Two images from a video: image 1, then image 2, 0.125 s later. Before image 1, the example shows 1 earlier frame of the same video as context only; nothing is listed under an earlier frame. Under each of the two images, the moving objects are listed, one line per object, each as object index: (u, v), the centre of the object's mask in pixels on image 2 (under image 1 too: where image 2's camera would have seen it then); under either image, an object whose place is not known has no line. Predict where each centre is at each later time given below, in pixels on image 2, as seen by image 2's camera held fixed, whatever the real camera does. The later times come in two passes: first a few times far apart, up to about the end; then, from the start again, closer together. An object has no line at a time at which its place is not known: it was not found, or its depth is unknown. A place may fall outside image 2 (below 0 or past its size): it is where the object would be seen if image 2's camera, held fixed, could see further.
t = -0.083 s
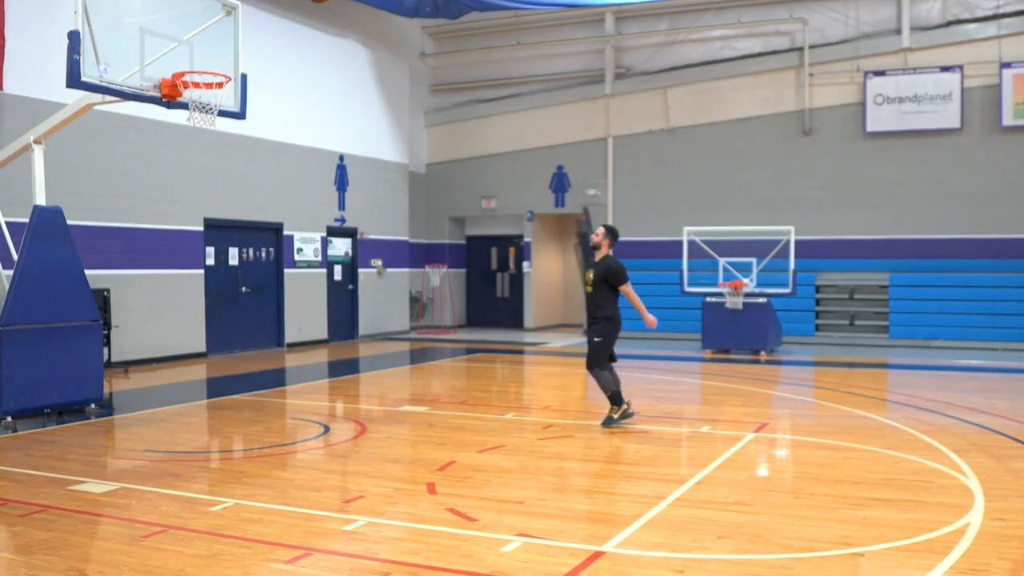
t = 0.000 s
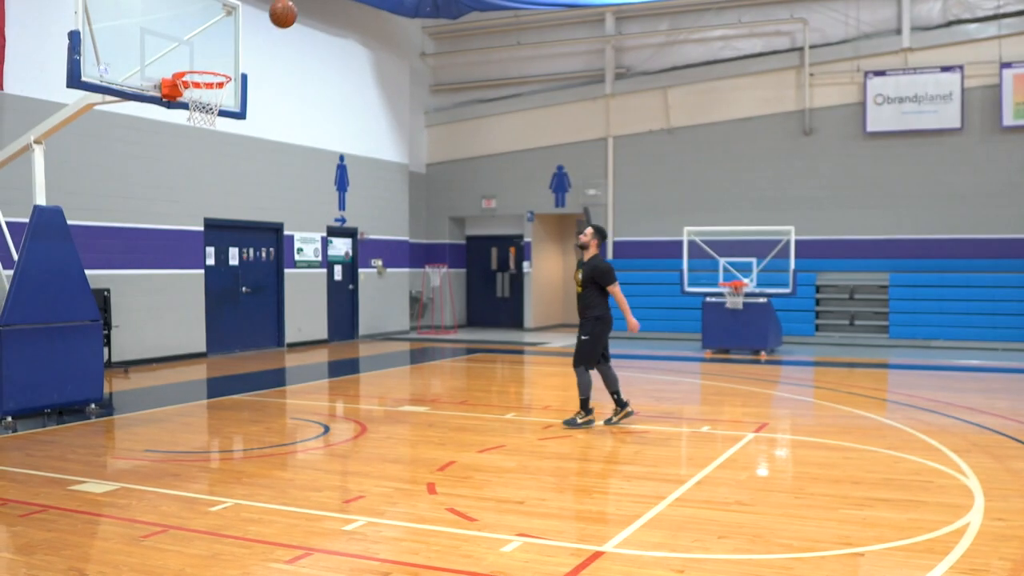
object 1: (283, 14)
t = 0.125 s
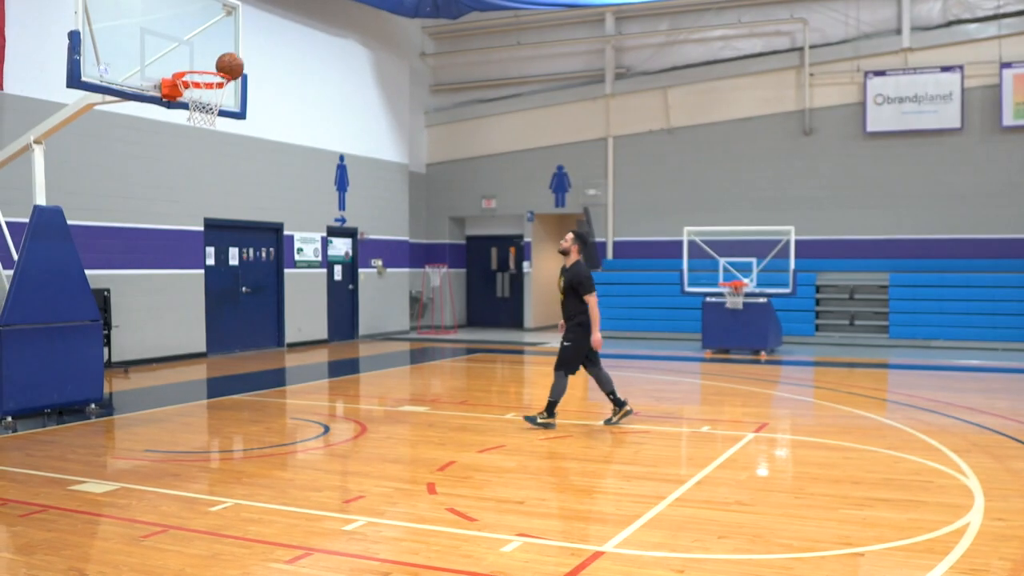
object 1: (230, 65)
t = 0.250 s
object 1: (202, 59)
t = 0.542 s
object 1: (188, 57)
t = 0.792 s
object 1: (211, 98)
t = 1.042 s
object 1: (220, 172)
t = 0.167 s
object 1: (220, 62)
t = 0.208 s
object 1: (211, 60)
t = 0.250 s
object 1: (202, 59)
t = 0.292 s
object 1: (193, 60)
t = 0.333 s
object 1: (183, 61)
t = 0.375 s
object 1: (176, 62)
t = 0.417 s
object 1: (179, 58)
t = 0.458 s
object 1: (182, 56)
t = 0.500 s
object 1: (185, 56)
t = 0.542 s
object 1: (188, 57)
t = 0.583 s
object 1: (191, 59)
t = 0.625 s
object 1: (194, 66)
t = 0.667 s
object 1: (198, 72)
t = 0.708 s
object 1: (202, 78)
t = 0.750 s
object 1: (207, 87)
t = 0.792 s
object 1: (211, 98)
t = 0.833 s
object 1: (214, 108)
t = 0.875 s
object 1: (215, 122)
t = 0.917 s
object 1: (215, 129)
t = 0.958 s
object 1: (216, 141)
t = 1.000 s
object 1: (217, 156)
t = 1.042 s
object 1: (220, 172)
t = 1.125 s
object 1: (222, 212)
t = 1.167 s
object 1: (223, 234)
